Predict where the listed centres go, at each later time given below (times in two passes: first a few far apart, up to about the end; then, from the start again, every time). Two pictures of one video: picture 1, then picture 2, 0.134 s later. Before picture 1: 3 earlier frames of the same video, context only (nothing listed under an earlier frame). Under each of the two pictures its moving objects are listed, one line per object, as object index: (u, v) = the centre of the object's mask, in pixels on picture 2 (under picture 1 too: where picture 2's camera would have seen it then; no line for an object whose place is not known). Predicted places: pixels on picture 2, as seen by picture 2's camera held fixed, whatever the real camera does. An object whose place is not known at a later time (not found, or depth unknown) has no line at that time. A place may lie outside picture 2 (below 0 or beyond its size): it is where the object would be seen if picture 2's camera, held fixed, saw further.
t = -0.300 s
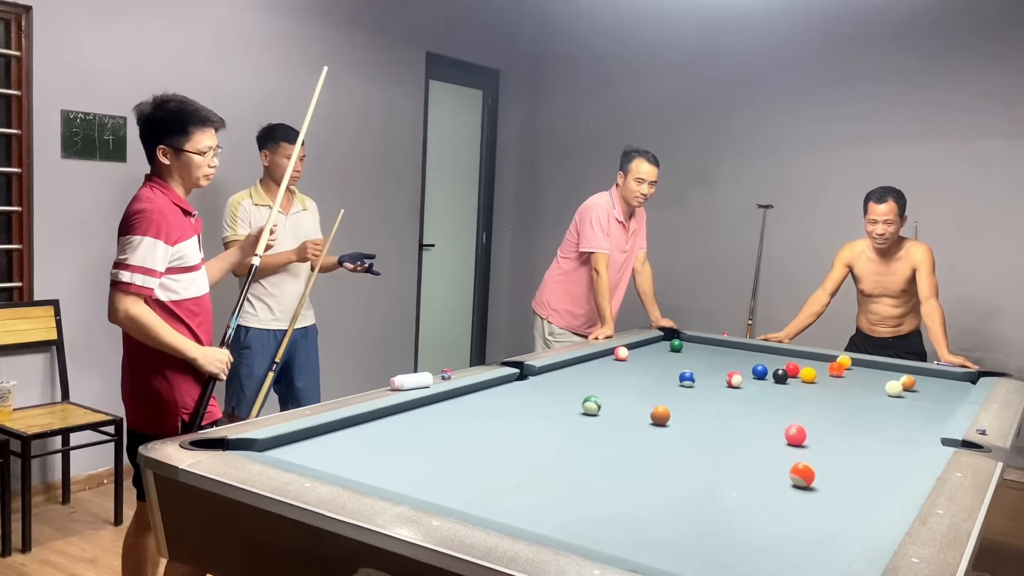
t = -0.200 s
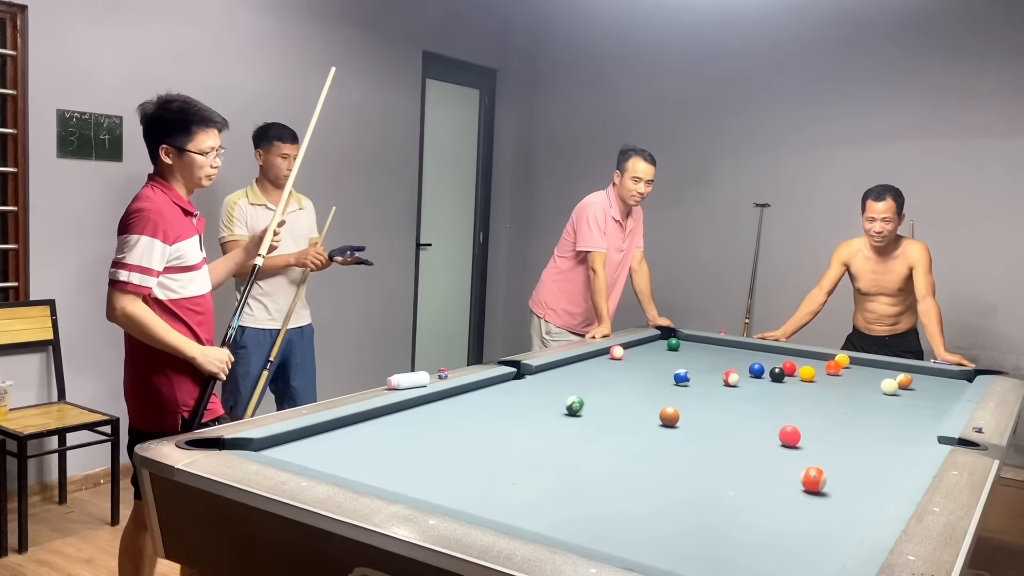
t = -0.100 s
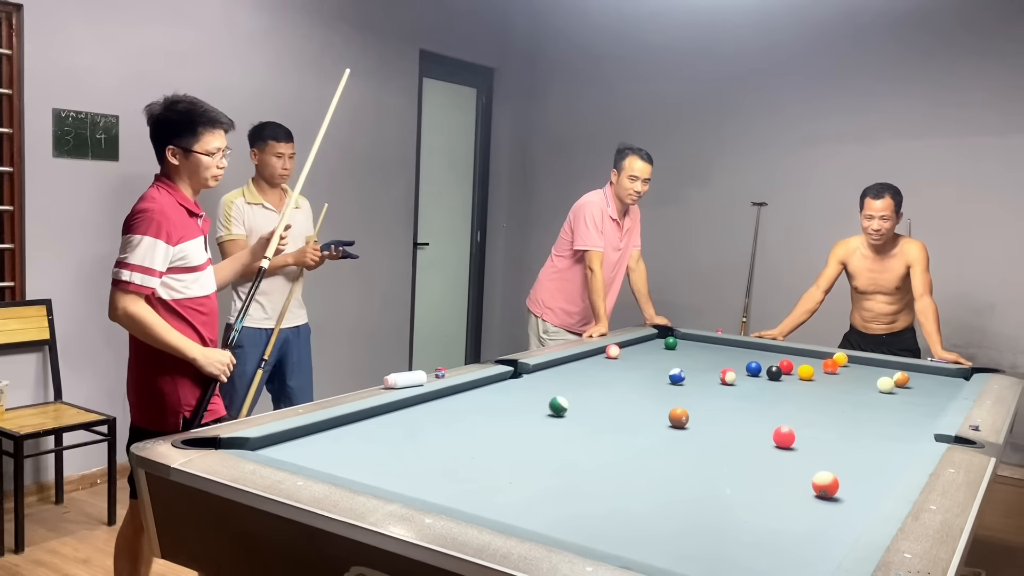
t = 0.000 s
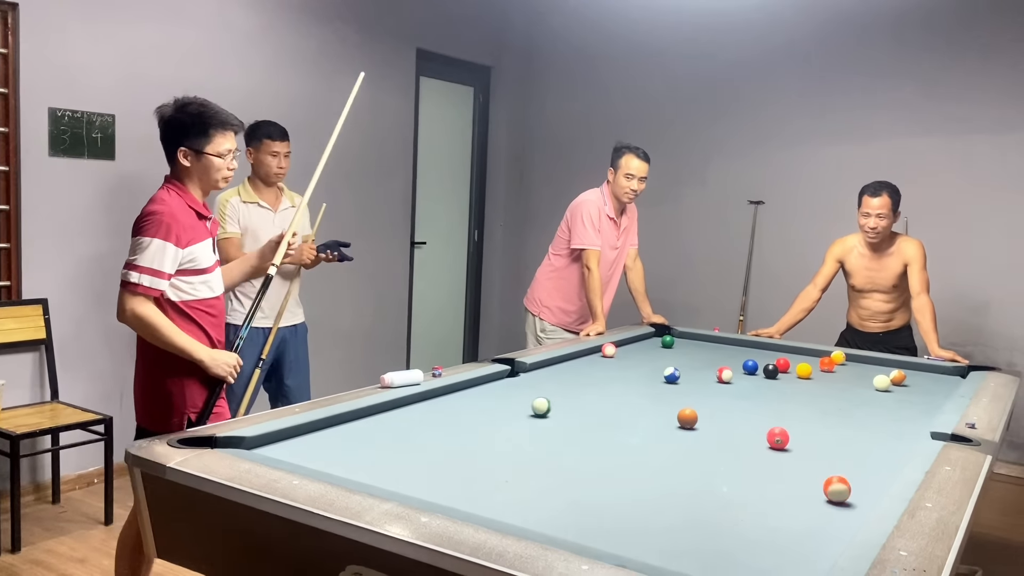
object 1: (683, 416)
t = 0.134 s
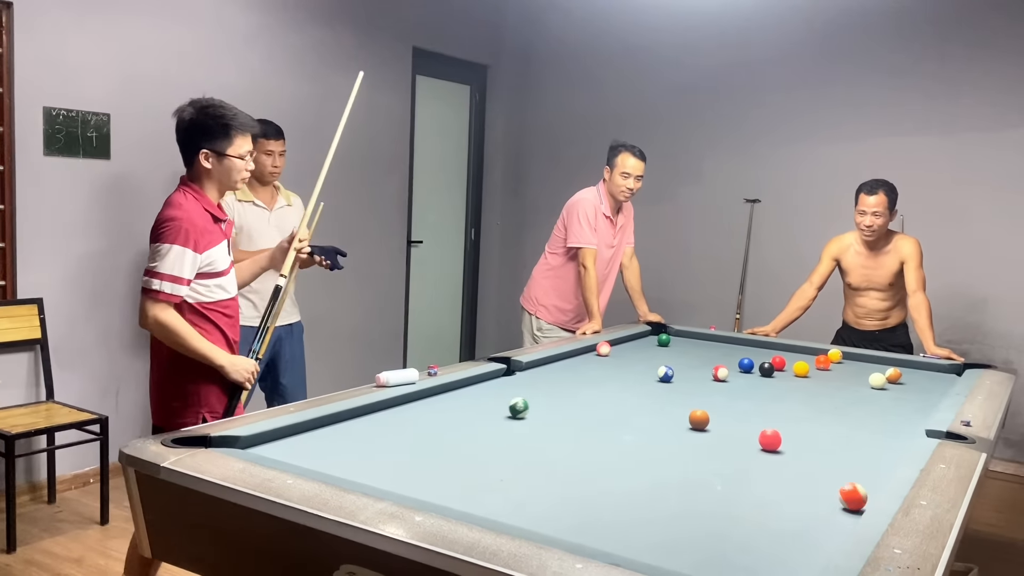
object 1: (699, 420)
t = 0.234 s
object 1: (711, 422)
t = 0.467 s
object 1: (738, 427)
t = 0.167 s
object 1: (703, 421)
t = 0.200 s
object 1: (707, 421)
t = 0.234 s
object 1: (711, 422)
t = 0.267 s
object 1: (715, 423)
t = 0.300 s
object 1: (718, 423)
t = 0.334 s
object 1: (722, 424)
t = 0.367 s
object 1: (726, 424)
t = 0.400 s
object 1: (730, 425)
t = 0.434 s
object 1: (734, 426)
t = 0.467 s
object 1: (738, 427)
